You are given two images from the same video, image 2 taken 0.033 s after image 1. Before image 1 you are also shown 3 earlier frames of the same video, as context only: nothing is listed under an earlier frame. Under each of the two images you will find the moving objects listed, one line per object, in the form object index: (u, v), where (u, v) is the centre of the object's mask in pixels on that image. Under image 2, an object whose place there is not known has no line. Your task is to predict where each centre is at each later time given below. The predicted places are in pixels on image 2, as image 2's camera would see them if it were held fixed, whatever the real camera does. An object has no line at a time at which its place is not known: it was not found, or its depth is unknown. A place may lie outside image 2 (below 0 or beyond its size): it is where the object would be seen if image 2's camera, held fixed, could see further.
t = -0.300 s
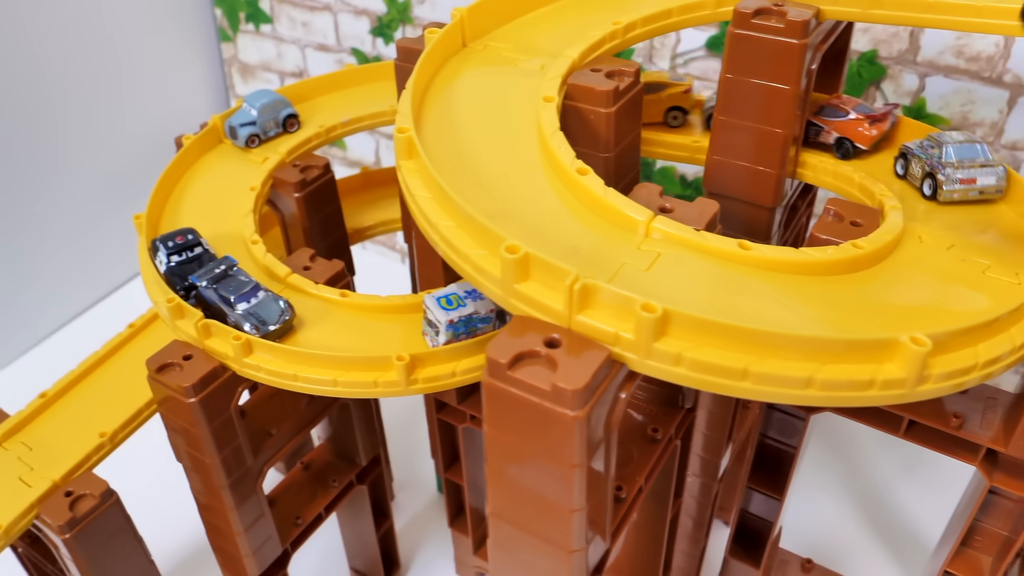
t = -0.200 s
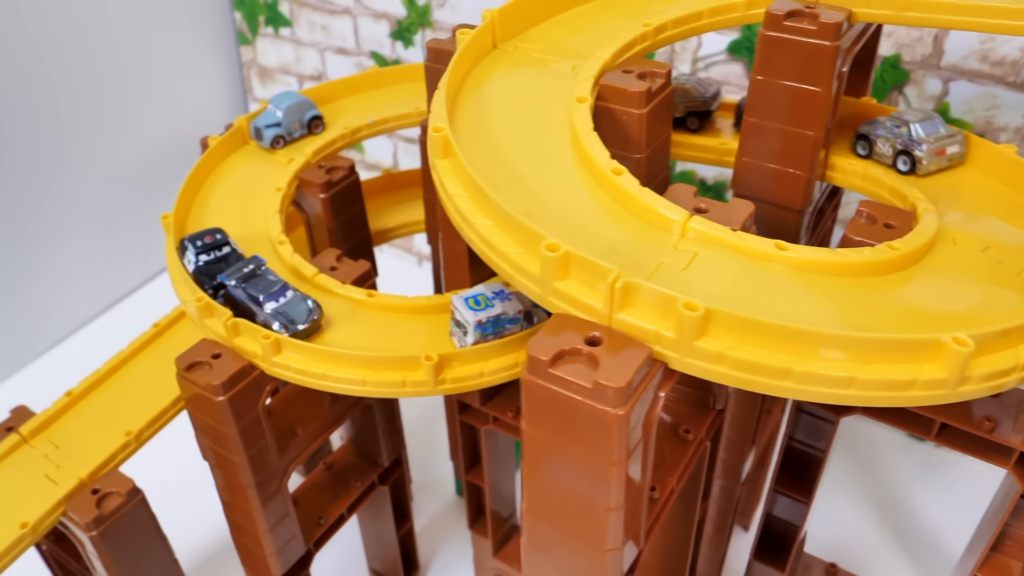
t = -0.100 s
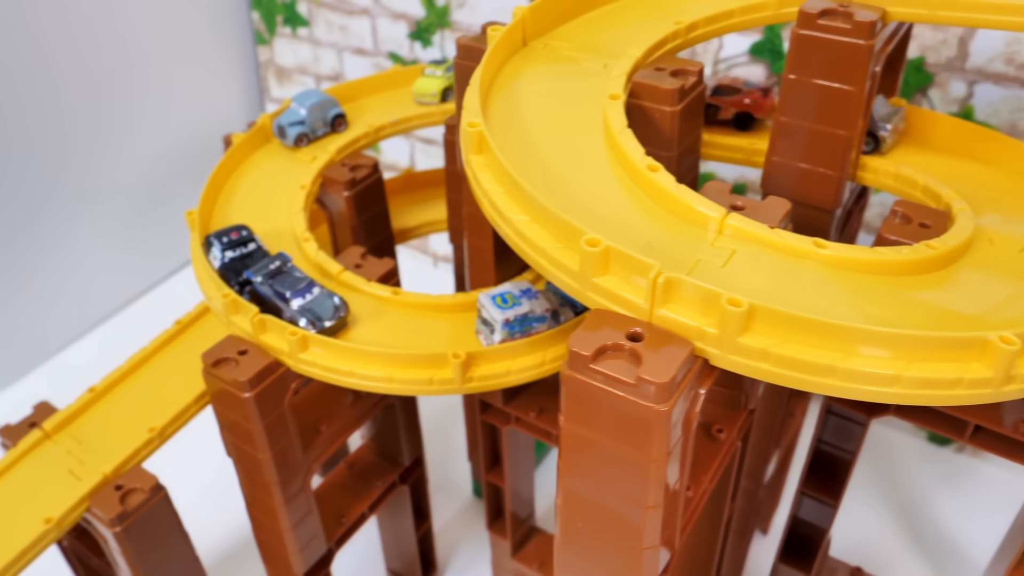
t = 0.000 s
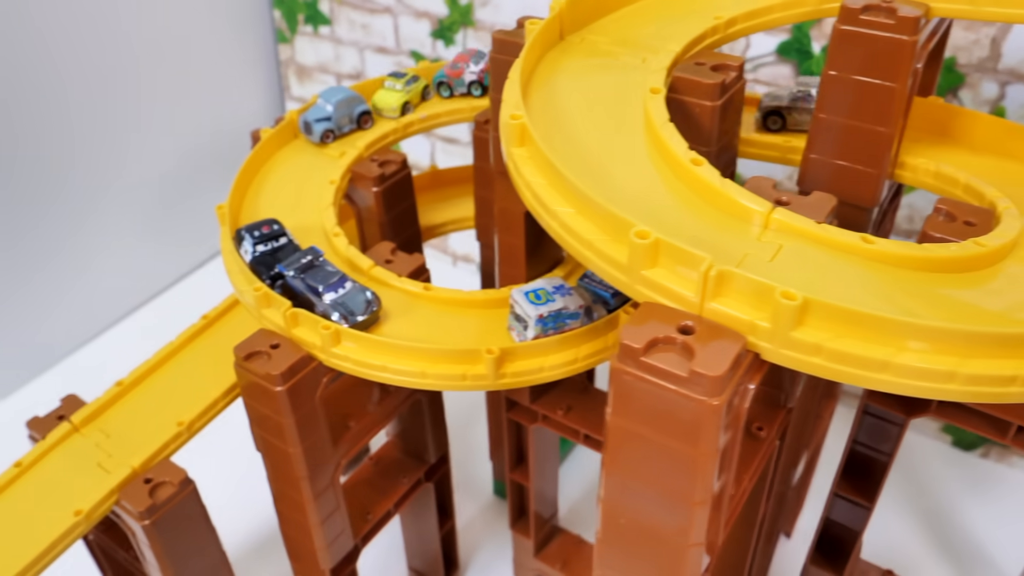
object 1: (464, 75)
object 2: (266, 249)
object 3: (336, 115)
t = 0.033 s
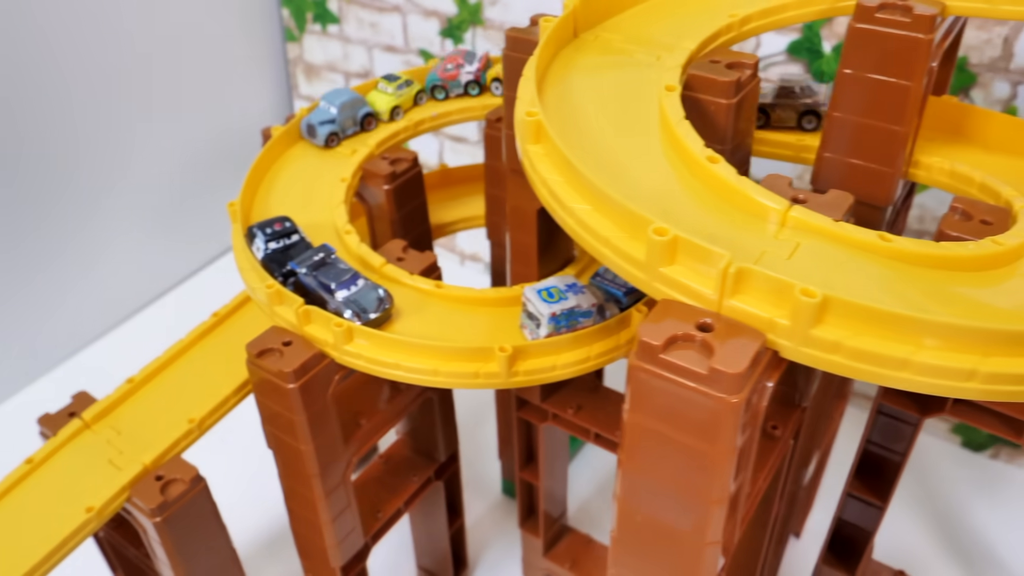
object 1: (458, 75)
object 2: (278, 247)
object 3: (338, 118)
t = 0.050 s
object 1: (449, 76)
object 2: (278, 247)
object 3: (331, 123)
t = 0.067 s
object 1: (441, 78)
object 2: (278, 247)
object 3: (323, 127)
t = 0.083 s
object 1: (433, 80)
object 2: (279, 246)
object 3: (316, 132)
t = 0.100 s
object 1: (424, 82)
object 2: (279, 247)
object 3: (309, 137)
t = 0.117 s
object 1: (416, 85)
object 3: (303, 142)
